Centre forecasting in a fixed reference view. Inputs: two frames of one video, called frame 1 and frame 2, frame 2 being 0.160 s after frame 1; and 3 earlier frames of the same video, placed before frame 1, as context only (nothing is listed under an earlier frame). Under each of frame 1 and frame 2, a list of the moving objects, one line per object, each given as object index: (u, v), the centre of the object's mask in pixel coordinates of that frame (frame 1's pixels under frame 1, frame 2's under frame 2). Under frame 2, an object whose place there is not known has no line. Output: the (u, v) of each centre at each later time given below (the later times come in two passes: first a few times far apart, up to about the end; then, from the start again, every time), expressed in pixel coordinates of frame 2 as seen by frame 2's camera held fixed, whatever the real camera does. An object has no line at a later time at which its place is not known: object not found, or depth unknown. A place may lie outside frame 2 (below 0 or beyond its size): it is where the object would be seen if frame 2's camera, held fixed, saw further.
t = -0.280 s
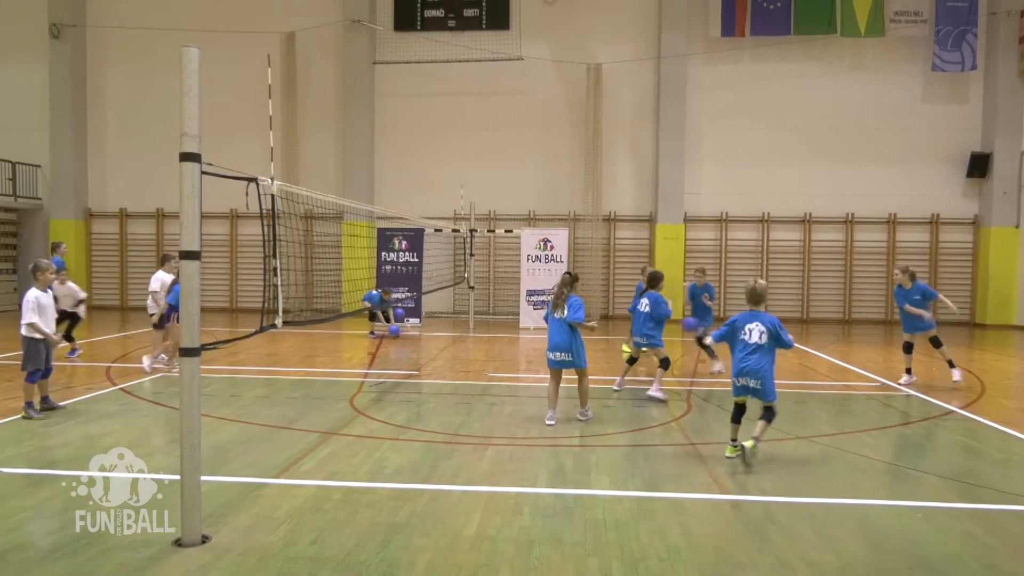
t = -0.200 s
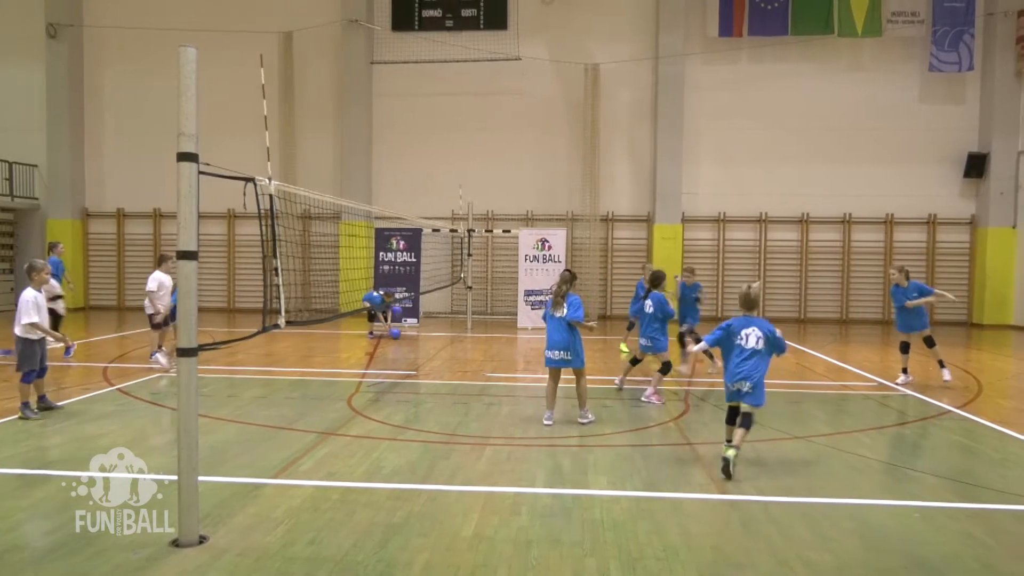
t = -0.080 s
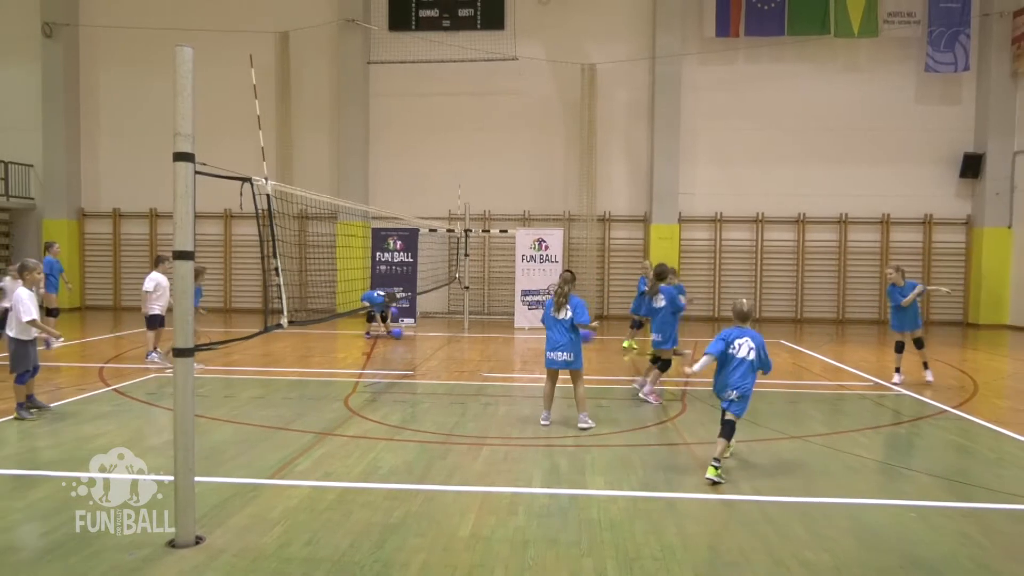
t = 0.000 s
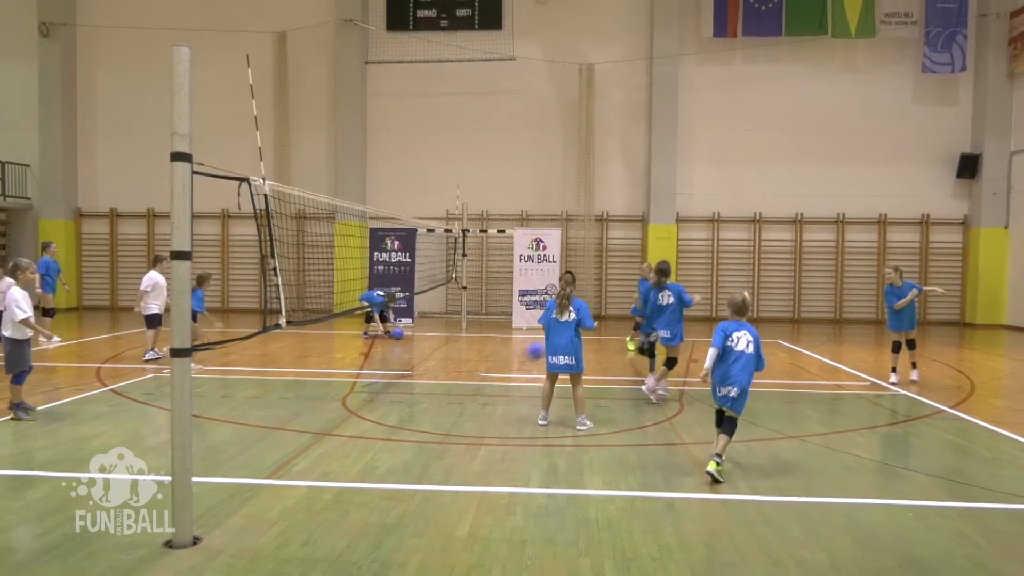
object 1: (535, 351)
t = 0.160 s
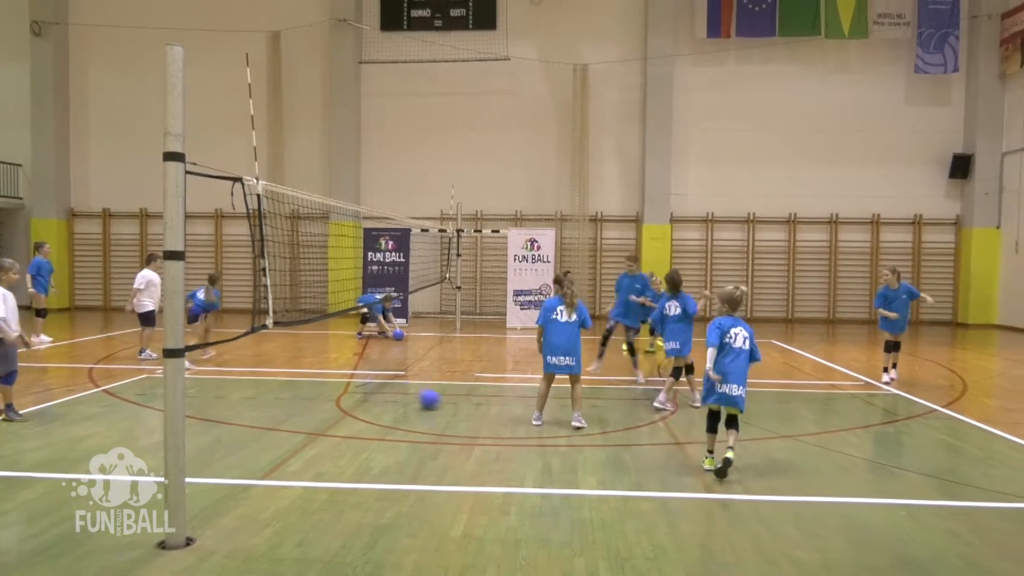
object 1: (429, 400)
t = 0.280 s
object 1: (370, 381)
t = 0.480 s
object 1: (259, 385)
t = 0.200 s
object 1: (409, 392)
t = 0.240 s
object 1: (391, 385)
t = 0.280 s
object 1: (370, 381)
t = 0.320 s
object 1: (350, 379)
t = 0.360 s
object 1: (328, 378)
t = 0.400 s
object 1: (307, 378)
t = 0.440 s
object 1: (283, 381)
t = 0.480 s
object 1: (259, 385)
